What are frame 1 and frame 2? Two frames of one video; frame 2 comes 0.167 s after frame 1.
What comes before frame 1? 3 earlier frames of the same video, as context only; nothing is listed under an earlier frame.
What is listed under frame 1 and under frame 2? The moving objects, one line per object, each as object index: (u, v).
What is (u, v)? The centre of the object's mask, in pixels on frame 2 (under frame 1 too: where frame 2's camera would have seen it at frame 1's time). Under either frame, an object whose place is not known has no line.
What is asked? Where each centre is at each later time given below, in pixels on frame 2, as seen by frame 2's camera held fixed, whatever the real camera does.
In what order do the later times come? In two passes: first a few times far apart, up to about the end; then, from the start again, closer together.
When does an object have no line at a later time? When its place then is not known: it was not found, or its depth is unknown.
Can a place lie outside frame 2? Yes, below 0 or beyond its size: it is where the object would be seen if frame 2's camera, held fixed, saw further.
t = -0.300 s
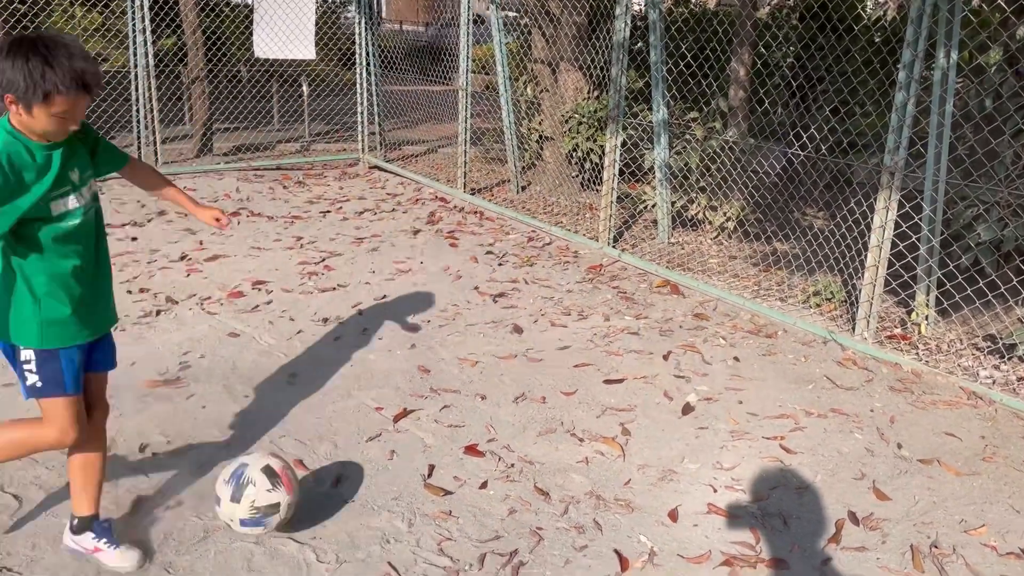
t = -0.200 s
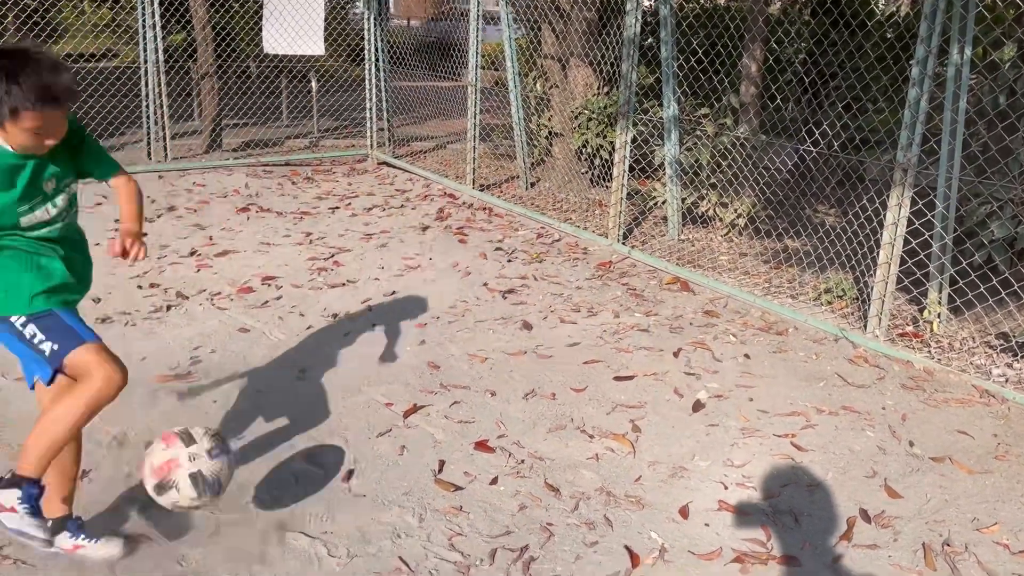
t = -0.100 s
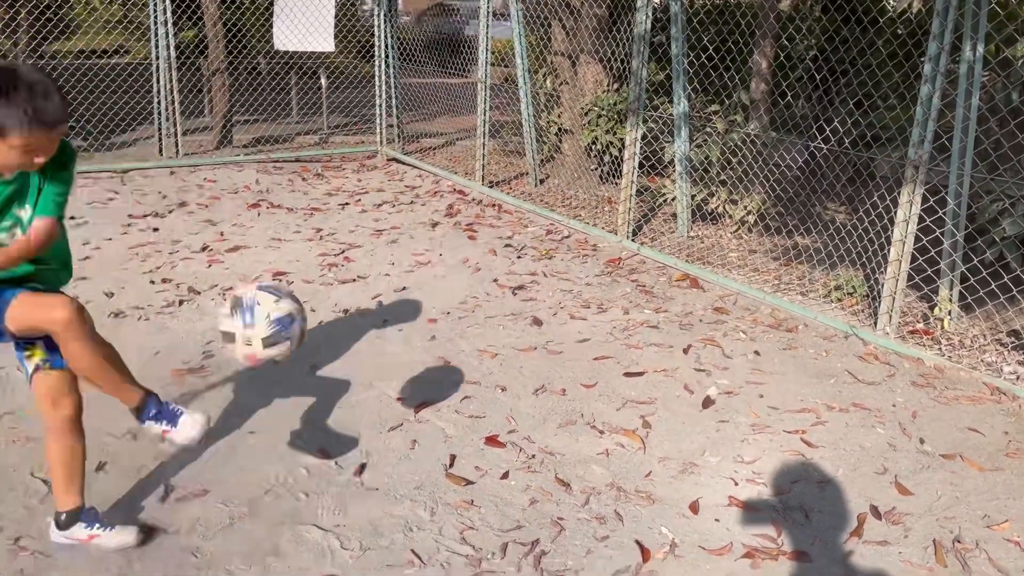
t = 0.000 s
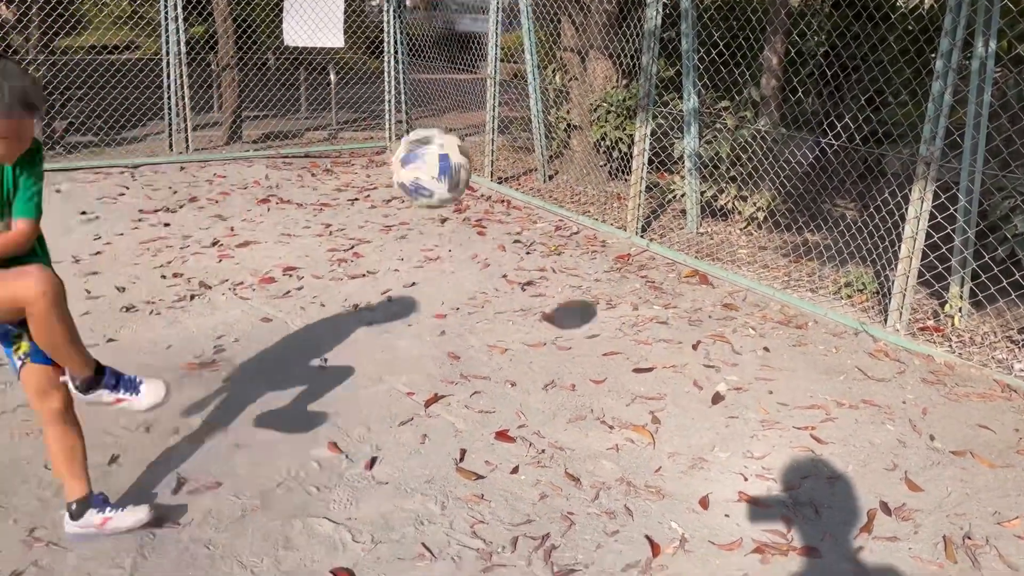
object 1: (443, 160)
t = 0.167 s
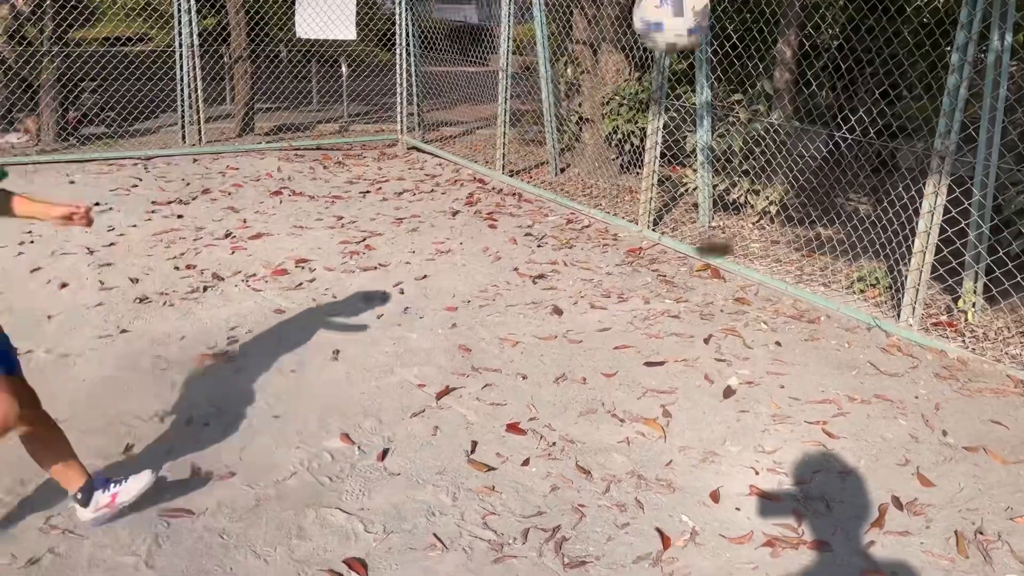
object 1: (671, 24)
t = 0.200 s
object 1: (711, 17)
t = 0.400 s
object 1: (908, 22)
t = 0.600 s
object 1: (996, 115)
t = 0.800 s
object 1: (976, 312)
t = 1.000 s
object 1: (958, 288)
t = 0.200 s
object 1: (711, 17)
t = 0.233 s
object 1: (748, 14)
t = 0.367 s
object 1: (879, 17)
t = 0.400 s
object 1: (908, 22)
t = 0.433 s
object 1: (934, 29)
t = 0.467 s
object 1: (960, 37)
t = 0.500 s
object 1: (981, 51)
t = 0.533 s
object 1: (993, 72)
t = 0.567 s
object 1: (996, 93)
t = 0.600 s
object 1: (996, 115)
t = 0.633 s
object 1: (994, 138)
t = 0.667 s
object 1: (993, 166)
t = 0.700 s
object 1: (992, 197)
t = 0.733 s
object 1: (988, 232)
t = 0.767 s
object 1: (983, 270)
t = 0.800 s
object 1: (976, 312)
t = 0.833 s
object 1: (969, 356)
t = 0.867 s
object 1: (964, 381)
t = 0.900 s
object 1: (963, 355)
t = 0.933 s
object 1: (962, 330)
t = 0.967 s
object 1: (962, 308)
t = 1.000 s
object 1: (958, 288)
